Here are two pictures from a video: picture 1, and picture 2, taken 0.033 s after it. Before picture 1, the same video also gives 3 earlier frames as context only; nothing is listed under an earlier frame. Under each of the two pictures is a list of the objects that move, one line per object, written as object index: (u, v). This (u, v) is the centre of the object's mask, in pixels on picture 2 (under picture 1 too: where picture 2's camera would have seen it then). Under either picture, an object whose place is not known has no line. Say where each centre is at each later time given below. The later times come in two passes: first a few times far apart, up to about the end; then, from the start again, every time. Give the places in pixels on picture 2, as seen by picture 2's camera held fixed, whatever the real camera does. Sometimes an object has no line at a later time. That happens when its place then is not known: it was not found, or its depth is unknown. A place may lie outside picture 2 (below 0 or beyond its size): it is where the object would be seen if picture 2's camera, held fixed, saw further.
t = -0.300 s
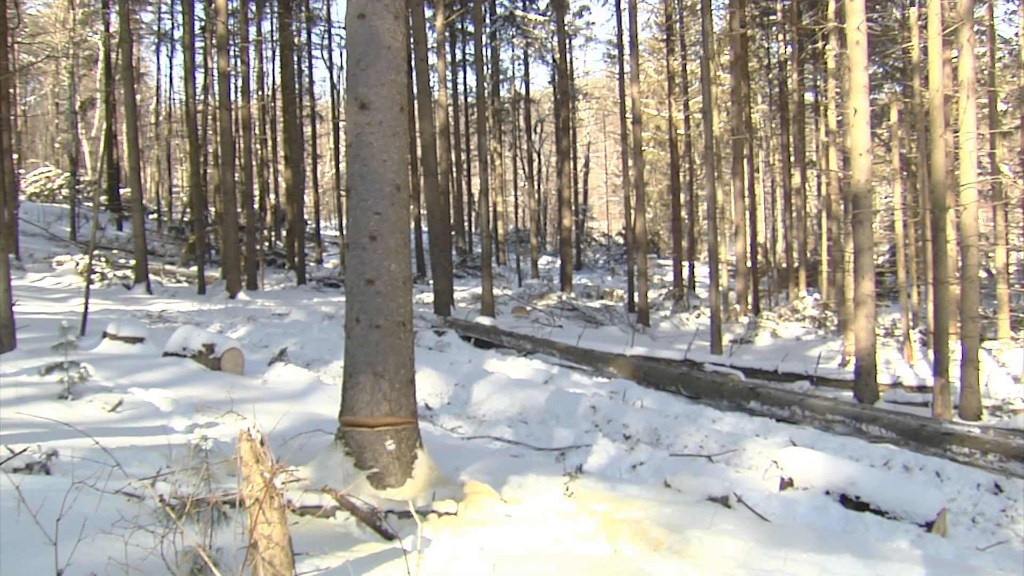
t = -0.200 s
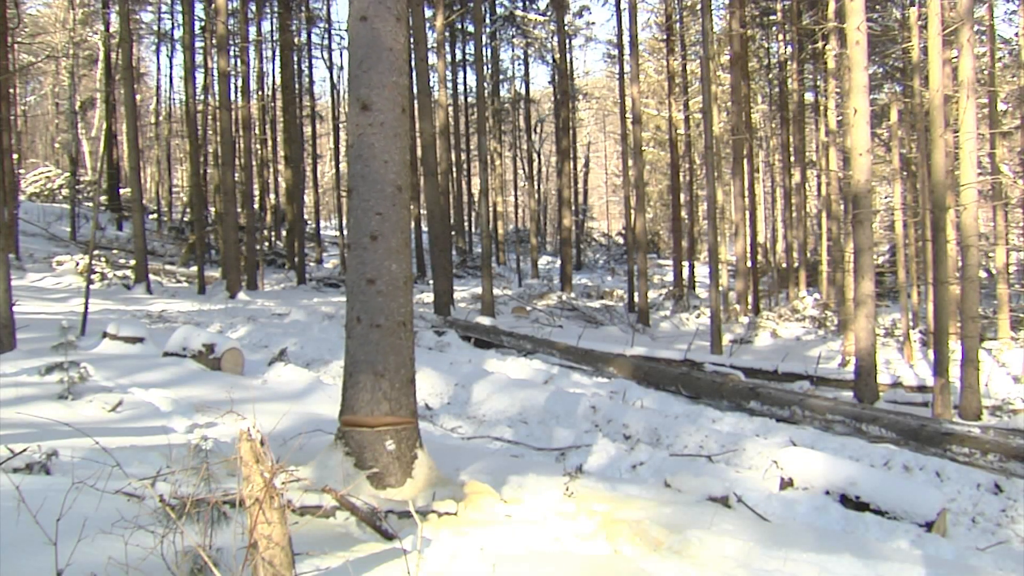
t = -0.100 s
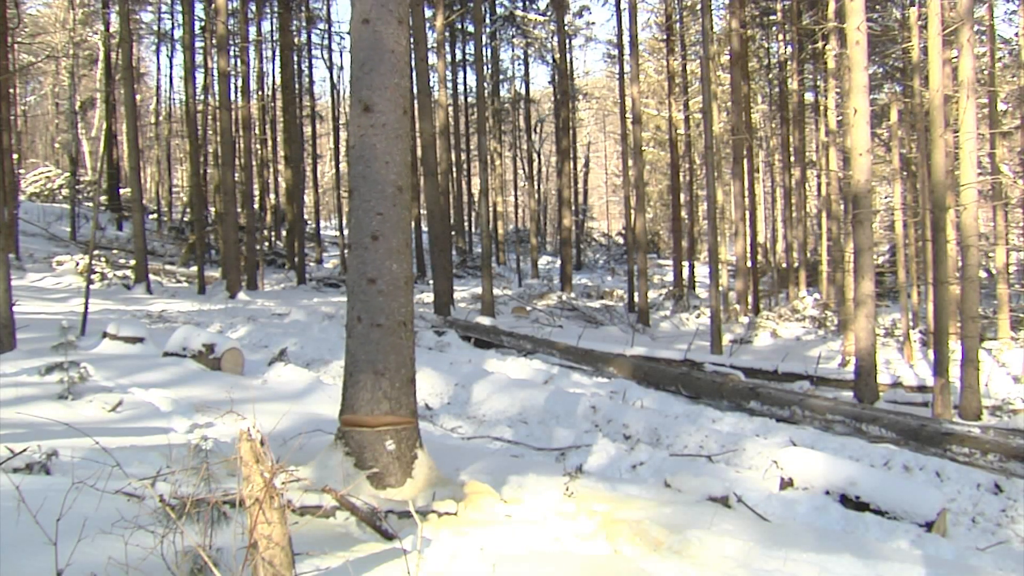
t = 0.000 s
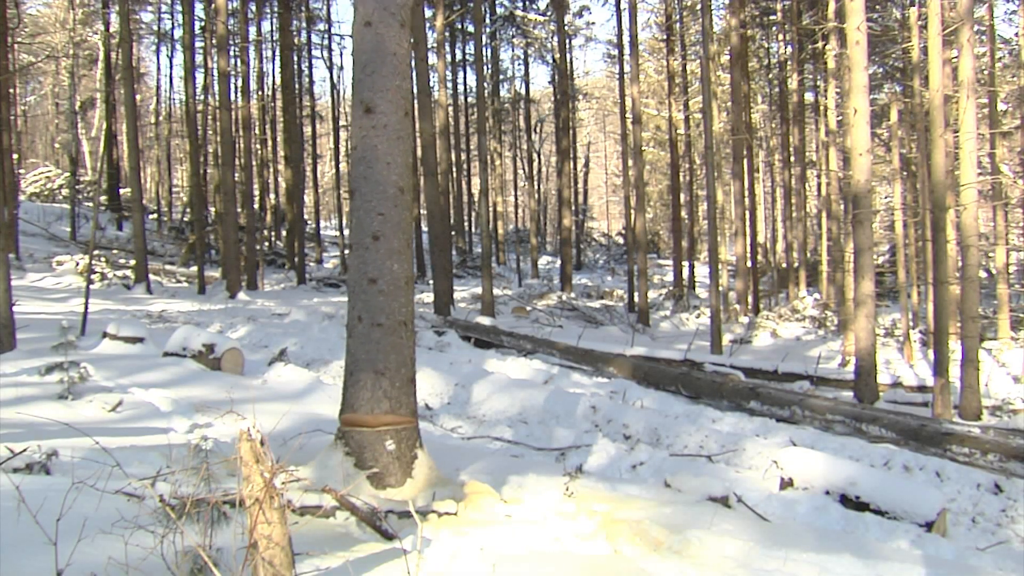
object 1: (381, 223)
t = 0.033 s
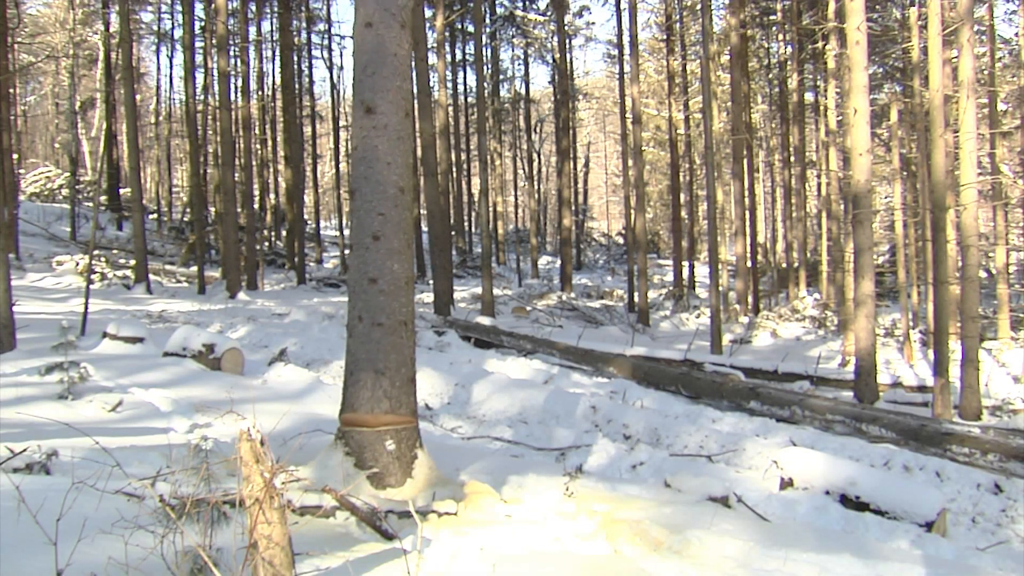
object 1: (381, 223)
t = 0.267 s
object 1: (384, 224)
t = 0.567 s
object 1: (388, 226)
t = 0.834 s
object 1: (392, 227)
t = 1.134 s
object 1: (398, 229)
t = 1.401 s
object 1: (405, 233)
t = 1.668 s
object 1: (414, 234)
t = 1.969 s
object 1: (425, 241)
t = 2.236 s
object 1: (439, 250)
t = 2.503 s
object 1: (468, 289)
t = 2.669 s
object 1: (484, 330)
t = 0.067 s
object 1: (381, 223)
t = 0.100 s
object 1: (382, 223)
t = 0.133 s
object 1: (382, 223)
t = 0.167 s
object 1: (383, 224)
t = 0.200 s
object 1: (383, 224)
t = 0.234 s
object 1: (383, 224)
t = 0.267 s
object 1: (384, 224)
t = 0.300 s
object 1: (384, 224)
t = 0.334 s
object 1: (385, 225)
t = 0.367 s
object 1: (385, 225)
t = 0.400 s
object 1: (385, 225)
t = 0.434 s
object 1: (386, 225)
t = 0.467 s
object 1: (387, 225)
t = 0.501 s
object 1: (387, 225)
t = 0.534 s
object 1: (388, 226)
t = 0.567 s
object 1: (388, 226)
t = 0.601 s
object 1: (389, 226)
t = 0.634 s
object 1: (389, 226)
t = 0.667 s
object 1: (389, 226)
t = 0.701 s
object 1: (390, 226)
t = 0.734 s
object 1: (390, 226)
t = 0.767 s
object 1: (391, 227)
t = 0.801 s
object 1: (392, 227)
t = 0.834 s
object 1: (392, 227)
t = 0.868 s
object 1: (393, 228)
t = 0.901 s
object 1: (393, 229)
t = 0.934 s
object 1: (394, 229)
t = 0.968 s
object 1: (395, 229)
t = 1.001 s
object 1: (395, 229)
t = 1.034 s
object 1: (396, 229)
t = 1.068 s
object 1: (397, 228)
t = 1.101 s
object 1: (398, 228)
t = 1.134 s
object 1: (398, 229)
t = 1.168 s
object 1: (399, 229)
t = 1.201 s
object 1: (400, 230)
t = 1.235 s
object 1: (401, 230)
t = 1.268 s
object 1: (401, 231)
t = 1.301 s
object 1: (402, 232)
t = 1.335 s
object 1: (403, 232)
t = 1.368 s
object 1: (404, 233)
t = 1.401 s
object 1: (405, 233)
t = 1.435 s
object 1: (406, 233)
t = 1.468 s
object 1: (407, 233)
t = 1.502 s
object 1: (408, 233)
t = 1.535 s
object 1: (409, 233)
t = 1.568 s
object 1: (410, 234)
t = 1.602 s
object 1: (412, 234)
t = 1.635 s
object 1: (413, 234)
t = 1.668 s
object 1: (414, 234)
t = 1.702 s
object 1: (415, 234)
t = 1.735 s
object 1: (417, 234)
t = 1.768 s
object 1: (418, 236)
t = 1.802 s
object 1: (419, 236)
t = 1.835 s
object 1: (420, 235)
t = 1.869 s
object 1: (421, 238)
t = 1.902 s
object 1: (422, 241)
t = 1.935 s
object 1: (424, 240)
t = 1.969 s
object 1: (425, 241)
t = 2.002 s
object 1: (427, 241)
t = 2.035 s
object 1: (428, 243)
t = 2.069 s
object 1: (429, 245)
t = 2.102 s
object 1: (430, 247)
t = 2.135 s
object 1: (432, 247)
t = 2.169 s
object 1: (434, 249)
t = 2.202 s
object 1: (436, 250)
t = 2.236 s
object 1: (439, 250)
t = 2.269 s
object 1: (442, 253)
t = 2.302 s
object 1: (445, 254)
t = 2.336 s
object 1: (449, 257)
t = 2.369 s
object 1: (453, 259)
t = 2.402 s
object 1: (453, 274)
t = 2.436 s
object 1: (457, 279)
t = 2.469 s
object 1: (463, 283)
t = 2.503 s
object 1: (468, 289)
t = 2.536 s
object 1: (472, 297)
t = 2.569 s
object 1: (476, 306)
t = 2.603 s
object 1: (481, 311)
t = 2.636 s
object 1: (482, 321)
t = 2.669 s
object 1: (484, 330)
